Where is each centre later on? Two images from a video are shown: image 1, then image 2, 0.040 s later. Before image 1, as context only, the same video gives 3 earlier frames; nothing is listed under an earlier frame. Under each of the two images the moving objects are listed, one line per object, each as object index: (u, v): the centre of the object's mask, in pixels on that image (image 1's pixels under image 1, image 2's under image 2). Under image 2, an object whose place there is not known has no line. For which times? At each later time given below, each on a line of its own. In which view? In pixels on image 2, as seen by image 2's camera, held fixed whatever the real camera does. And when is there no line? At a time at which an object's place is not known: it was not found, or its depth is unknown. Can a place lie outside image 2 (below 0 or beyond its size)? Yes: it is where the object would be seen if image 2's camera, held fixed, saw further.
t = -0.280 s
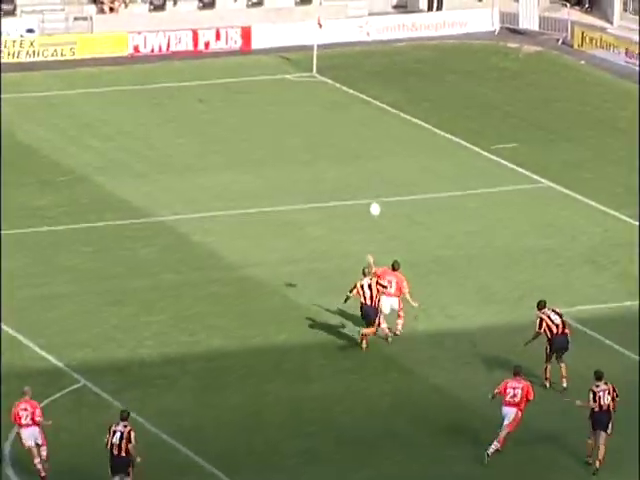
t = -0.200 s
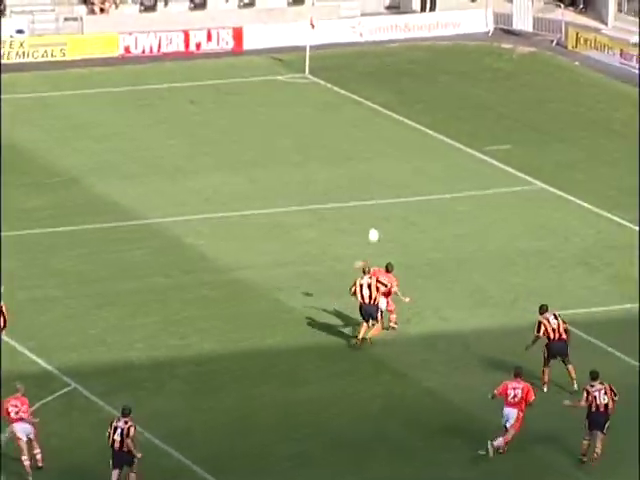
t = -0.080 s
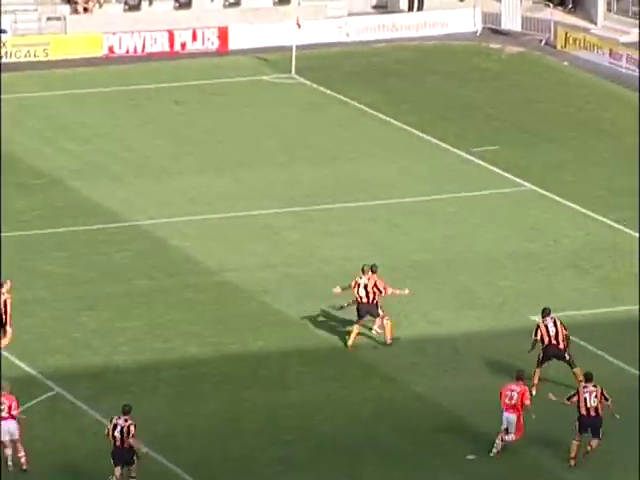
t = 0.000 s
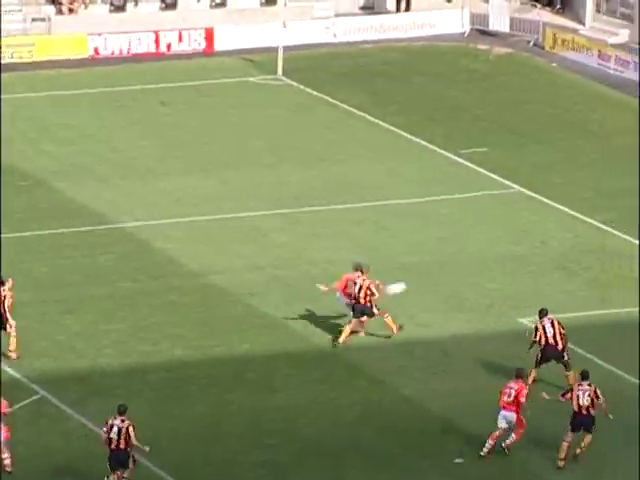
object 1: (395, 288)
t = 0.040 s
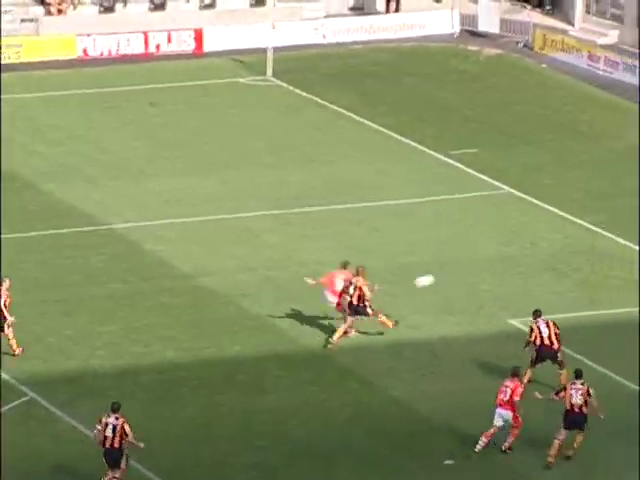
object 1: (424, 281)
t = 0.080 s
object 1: (462, 274)
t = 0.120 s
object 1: (501, 268)
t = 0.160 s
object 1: (540, 263)
